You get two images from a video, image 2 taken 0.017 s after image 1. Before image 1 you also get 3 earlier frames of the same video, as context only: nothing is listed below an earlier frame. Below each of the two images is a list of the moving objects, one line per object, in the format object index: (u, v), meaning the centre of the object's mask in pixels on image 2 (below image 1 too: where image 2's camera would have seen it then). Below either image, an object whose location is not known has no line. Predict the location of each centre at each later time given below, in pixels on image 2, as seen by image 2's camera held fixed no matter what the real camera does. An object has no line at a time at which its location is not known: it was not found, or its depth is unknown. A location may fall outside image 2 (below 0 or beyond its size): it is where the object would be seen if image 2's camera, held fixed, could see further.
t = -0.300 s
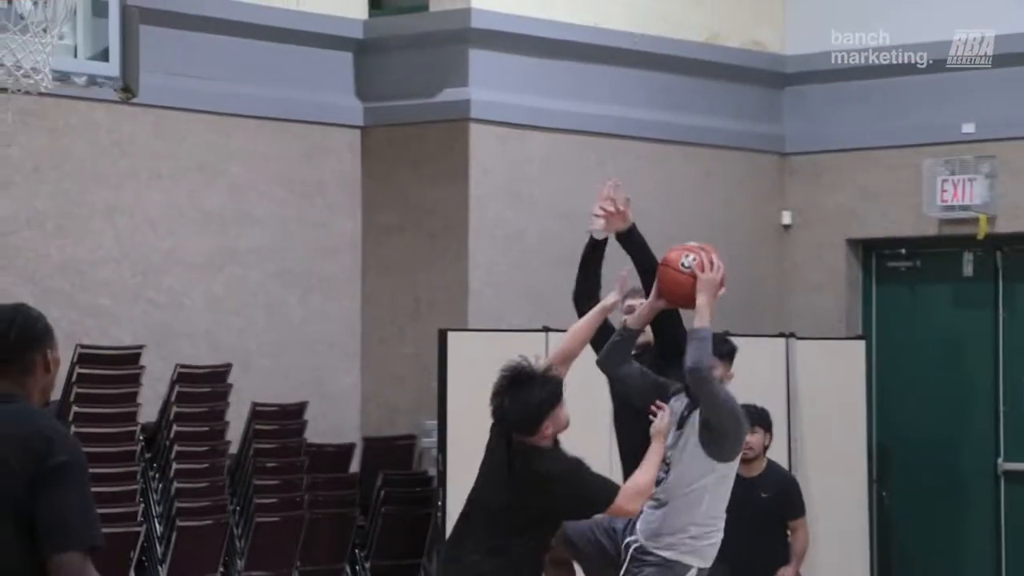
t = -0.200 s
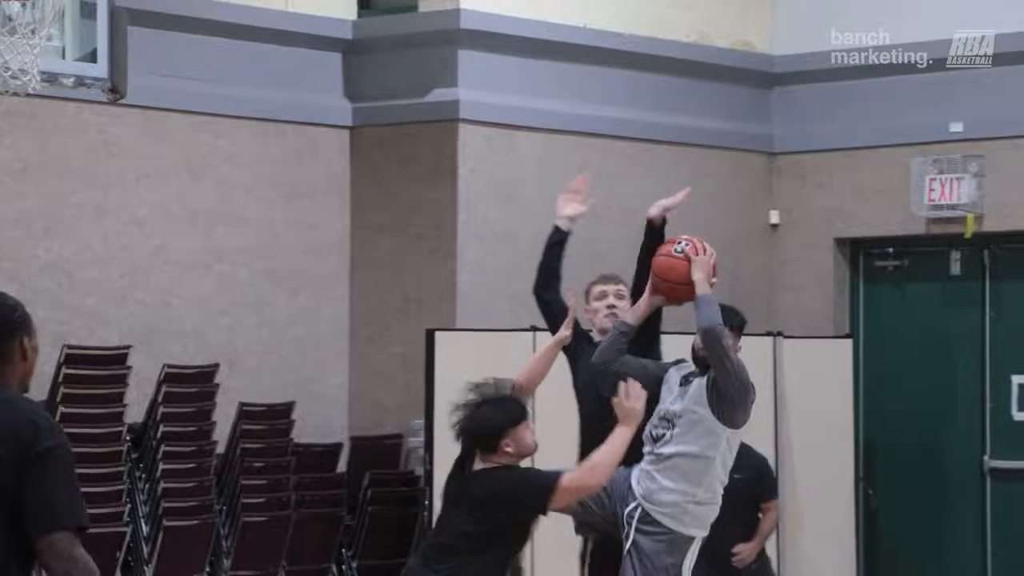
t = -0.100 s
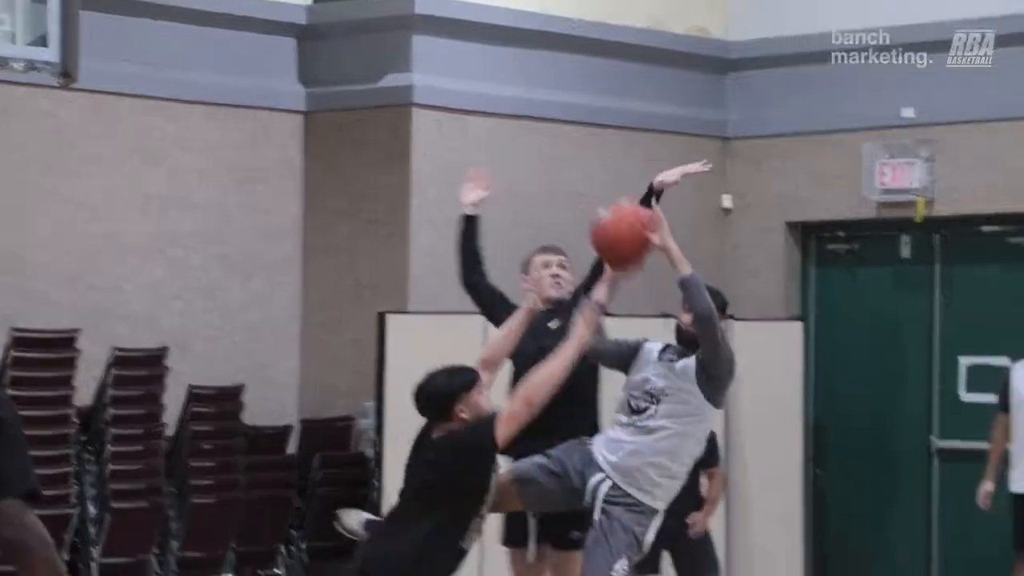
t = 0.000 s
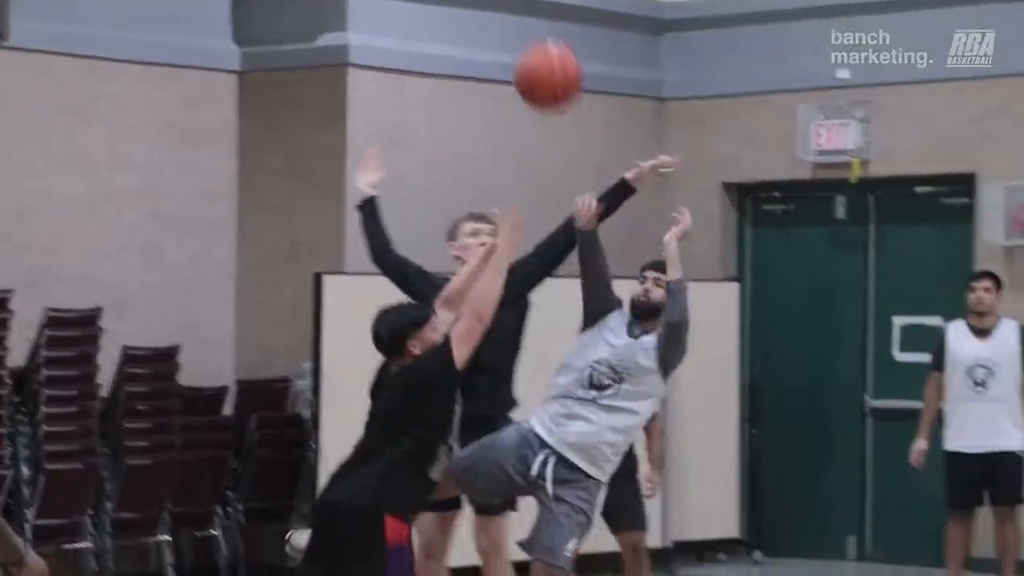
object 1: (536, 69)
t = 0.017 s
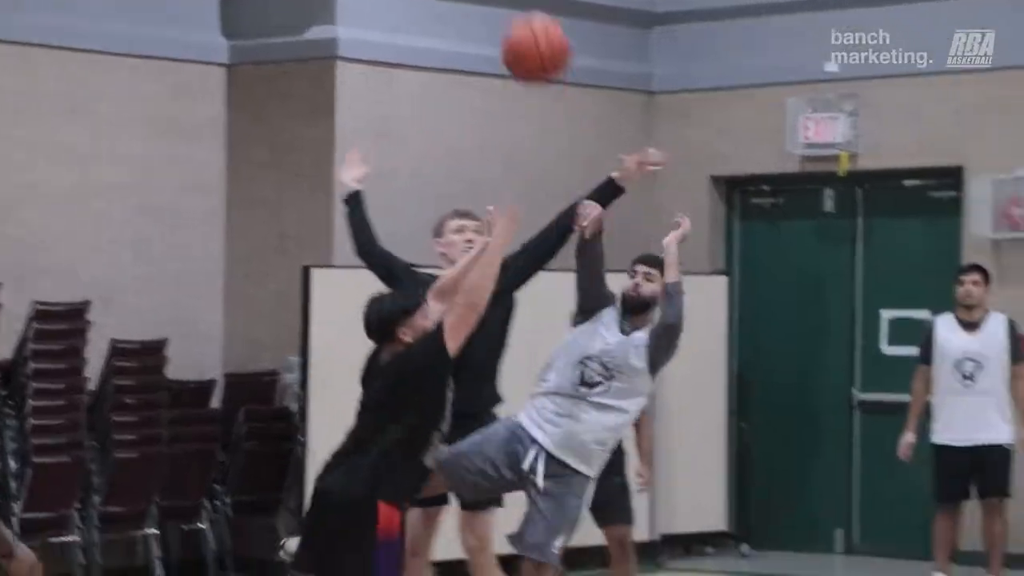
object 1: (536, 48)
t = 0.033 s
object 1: (535, 32)
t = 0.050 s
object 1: (533, 25)
